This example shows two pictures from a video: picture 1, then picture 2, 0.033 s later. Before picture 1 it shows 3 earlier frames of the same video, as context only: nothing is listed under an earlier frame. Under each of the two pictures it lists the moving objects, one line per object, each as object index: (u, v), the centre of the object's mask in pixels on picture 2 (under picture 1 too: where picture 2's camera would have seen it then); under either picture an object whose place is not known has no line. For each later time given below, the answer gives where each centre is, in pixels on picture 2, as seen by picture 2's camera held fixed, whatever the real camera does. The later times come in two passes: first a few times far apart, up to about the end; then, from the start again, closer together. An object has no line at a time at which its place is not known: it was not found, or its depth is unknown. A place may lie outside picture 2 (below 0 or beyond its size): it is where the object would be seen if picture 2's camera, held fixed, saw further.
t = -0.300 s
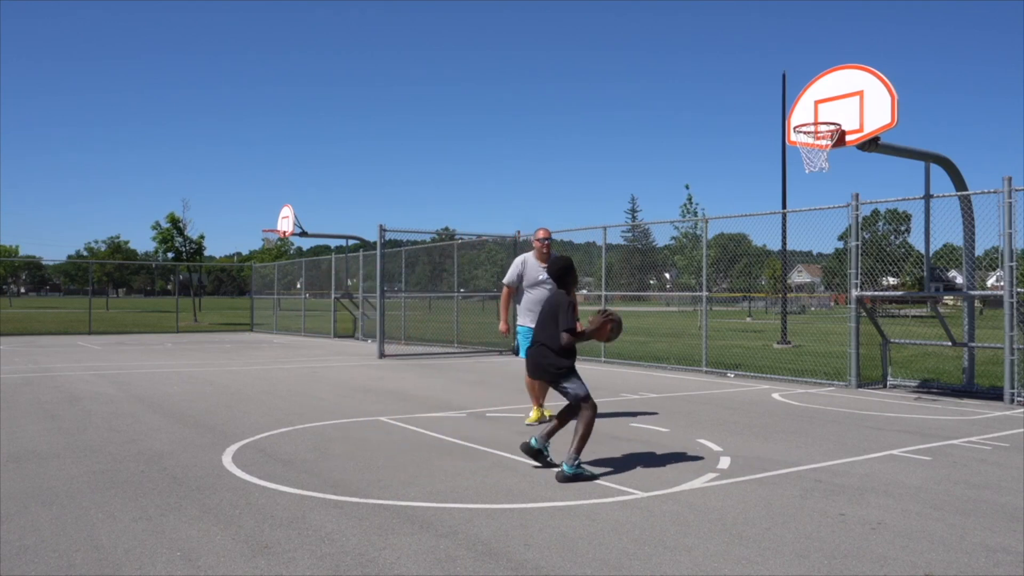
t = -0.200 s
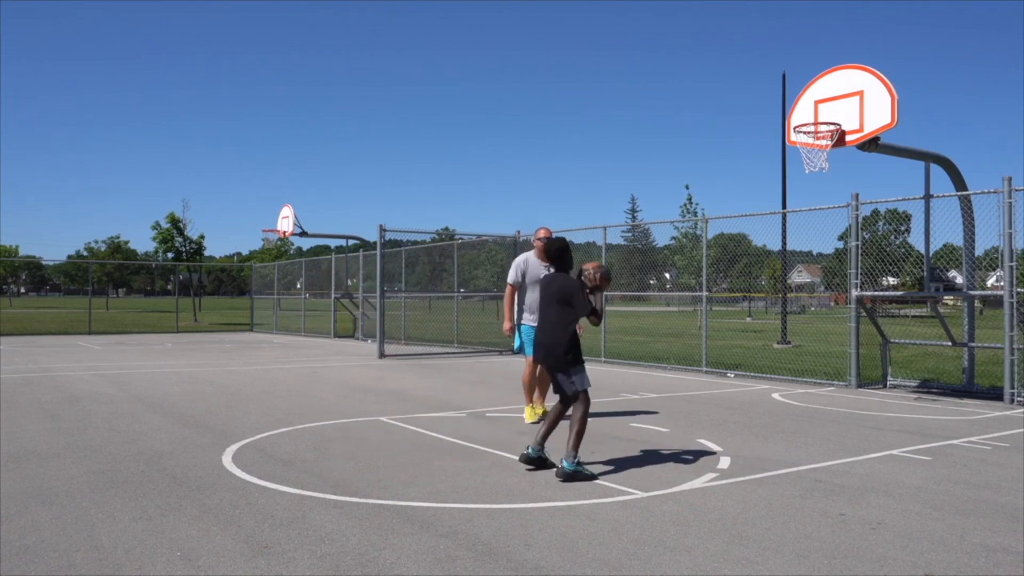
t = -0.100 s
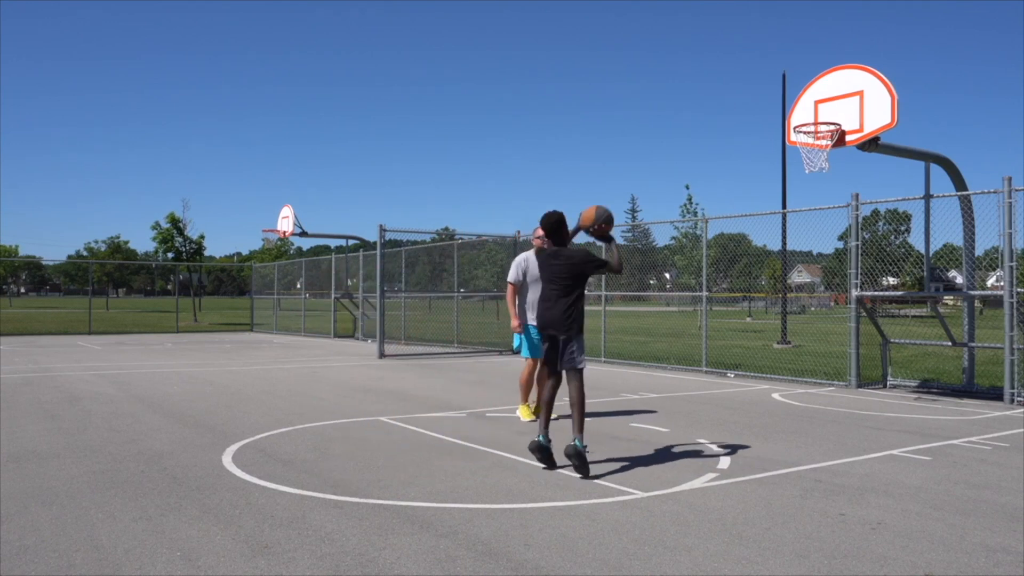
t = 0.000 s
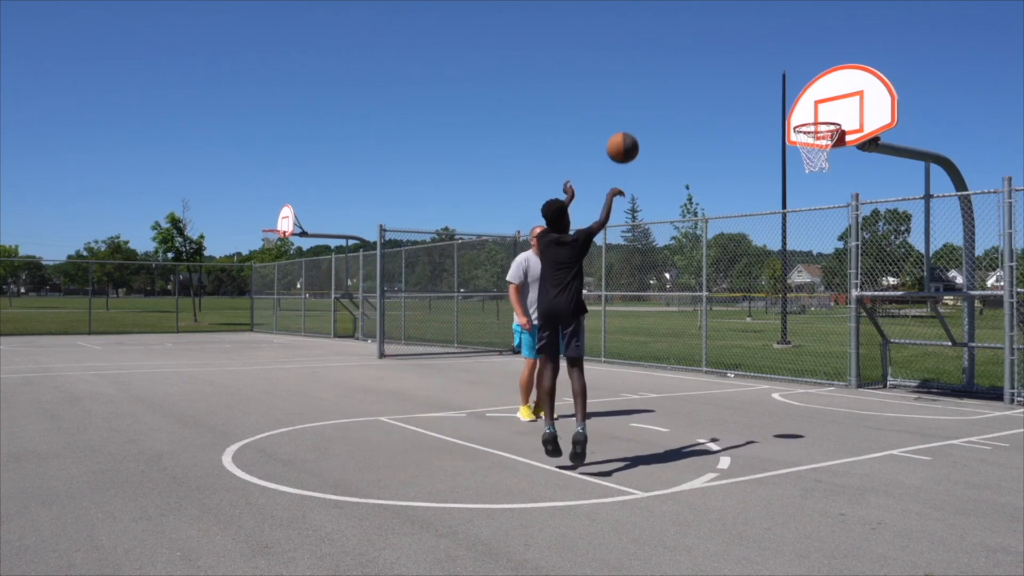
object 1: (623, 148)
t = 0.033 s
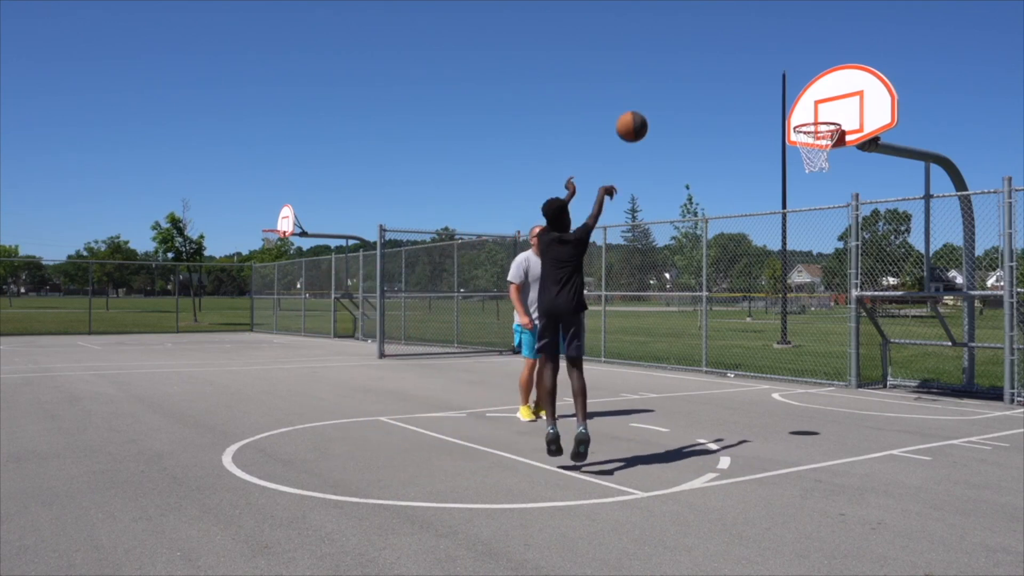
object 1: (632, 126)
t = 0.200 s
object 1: (673, 49)
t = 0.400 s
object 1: (716, 9)
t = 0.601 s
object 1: (754, 11)
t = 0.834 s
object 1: (792, 64)
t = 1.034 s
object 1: (819, 141)
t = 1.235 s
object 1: (843, 191)
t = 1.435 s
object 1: (866, 277)
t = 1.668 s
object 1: (891, 394)
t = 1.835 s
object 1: (895, 320)
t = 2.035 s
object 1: (902, 257)
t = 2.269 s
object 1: (909, 235)
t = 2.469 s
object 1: (917, 265)
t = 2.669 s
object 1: (926, 350)
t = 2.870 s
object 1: (935, 413)
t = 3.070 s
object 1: (943, 337)
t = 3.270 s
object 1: (954, 309)
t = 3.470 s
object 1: (966, 342)
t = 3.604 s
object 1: (973, 402)
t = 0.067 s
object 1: (641, 107)
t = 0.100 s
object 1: (649, 90)
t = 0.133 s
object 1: (657, 75)
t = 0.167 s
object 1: (665, 61)
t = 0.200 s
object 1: (673, 49)
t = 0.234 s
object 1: (681, 38)
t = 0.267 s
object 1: (688, 29)
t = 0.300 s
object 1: (696, 21)
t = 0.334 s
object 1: (703, 15)
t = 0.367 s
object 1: (710, 11)
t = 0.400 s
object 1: (716, 9)
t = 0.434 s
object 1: (723, 8)
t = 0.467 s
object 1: (729, 8)
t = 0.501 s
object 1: (735, 8)
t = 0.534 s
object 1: (742, 8)
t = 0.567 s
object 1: (748, 9)
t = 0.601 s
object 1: (754, 11)
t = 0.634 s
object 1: (759, 15)
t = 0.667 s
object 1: (765, 21)
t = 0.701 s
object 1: (771, 27)
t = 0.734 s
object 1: (776, 35)
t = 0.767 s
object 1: (781, 44)
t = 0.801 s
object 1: (787, 53)
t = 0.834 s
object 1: (792, 64)
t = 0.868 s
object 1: (797, 75)
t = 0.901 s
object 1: (801, 87)
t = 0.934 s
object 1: (806, 100)
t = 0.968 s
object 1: (810, 113)
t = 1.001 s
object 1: (815, 129)
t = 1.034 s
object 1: (819, 141)
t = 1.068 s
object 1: (824, 151)
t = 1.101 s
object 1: (828, 159)
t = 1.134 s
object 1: (832, 165)
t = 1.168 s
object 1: (836, 172)
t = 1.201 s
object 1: (839, 181)
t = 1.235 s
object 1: (843, 191)
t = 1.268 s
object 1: (847, 203)
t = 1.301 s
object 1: (850, 215)
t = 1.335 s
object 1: (854, 229)
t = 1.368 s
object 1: (857, 244)
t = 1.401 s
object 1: (861, 260)
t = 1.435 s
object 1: (866, 277)
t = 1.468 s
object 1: (869, 296)
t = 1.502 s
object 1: (874, 316)
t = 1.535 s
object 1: (878, 338)
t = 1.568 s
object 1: (881, 361)
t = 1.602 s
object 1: (886, 384)
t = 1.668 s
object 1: (891, 394)
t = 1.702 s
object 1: (892, 377)
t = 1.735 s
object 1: (893, 361)
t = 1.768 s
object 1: (894, 347)
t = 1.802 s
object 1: (894, 333)
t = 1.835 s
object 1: (895, 320)
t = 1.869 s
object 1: (897, 306)
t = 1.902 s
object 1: (898, 294)
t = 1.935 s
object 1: (898, 283)
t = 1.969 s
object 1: (899, 274)
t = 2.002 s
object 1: (901, 265)
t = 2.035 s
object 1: (902, 257)
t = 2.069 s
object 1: (903, 251)
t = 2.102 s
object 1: (904, 245)
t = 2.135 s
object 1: (905, 241)
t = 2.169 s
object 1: (906, 237)
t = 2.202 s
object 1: (907, 236)
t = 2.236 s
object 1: (908, 235)
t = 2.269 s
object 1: (909, 235)
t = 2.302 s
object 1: (911, 237)
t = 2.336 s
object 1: (912, 239)
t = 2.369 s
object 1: (913, 243)
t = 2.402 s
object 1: (915, 250)
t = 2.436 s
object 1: (915, 256)
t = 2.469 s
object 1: (917, 265)
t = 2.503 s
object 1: (918, 275)
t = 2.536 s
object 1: (920, 286)
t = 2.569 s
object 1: (920, 299)
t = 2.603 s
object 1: (923, 314)
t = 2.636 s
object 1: (924, 331)
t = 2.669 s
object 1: (926, 350)
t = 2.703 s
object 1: (927, 371)
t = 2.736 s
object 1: (929, 394)
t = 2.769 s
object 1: (930, 417)
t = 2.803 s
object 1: (932, 443)
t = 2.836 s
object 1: (933, 429)
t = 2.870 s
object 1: (935, 413)
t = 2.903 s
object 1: (936, 397)
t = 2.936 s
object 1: (938, 383)
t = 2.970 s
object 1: (938, 374)
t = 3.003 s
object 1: (940, 358)
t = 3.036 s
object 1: (941, 347)
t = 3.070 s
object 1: (943, 337)
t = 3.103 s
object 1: (944, 329)
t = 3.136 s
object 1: (946, 322)
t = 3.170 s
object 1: (948, 317)
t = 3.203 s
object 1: (950, 312)
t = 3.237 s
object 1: (953, 309)
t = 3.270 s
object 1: (954, 309)
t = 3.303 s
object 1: (955, 309)
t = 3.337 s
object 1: (957, 311)
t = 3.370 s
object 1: (959, 314)
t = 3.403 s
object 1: (961, 323)
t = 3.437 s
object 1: (963, 331)
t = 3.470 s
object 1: (966, 342)
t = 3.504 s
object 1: (968, 353)
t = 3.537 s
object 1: (969, 366)
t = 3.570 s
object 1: (971, 384)
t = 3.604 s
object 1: (973, 402)
